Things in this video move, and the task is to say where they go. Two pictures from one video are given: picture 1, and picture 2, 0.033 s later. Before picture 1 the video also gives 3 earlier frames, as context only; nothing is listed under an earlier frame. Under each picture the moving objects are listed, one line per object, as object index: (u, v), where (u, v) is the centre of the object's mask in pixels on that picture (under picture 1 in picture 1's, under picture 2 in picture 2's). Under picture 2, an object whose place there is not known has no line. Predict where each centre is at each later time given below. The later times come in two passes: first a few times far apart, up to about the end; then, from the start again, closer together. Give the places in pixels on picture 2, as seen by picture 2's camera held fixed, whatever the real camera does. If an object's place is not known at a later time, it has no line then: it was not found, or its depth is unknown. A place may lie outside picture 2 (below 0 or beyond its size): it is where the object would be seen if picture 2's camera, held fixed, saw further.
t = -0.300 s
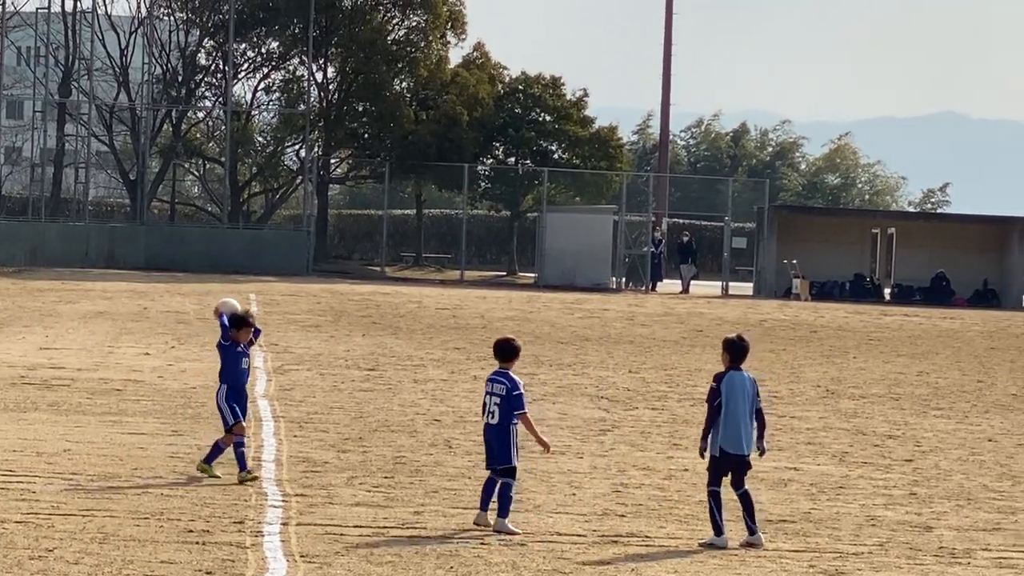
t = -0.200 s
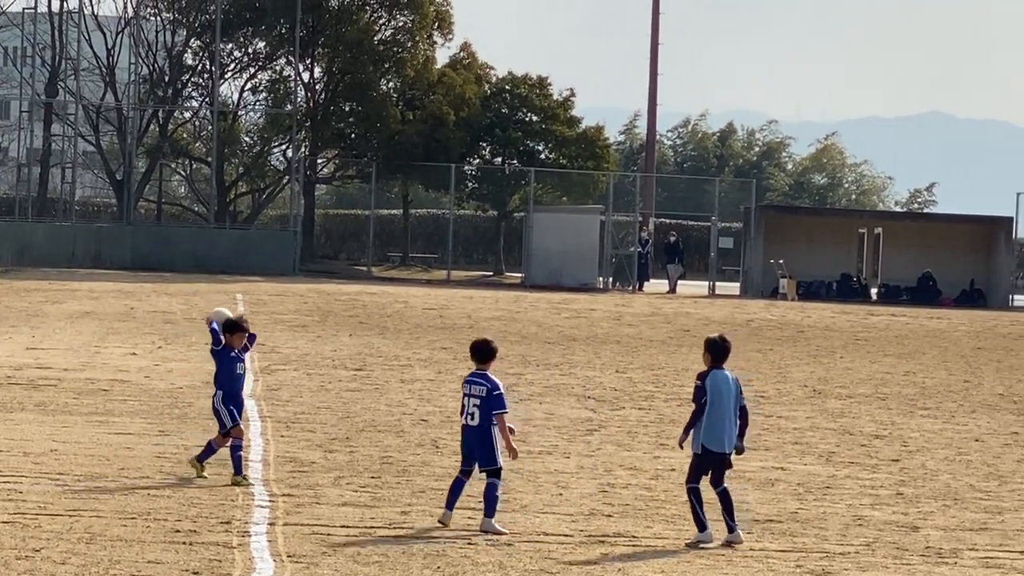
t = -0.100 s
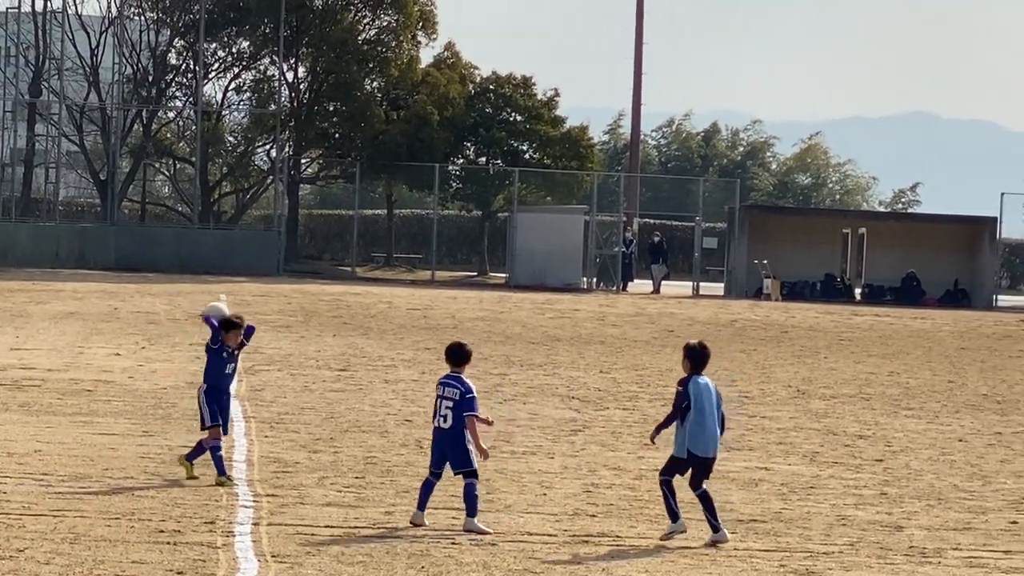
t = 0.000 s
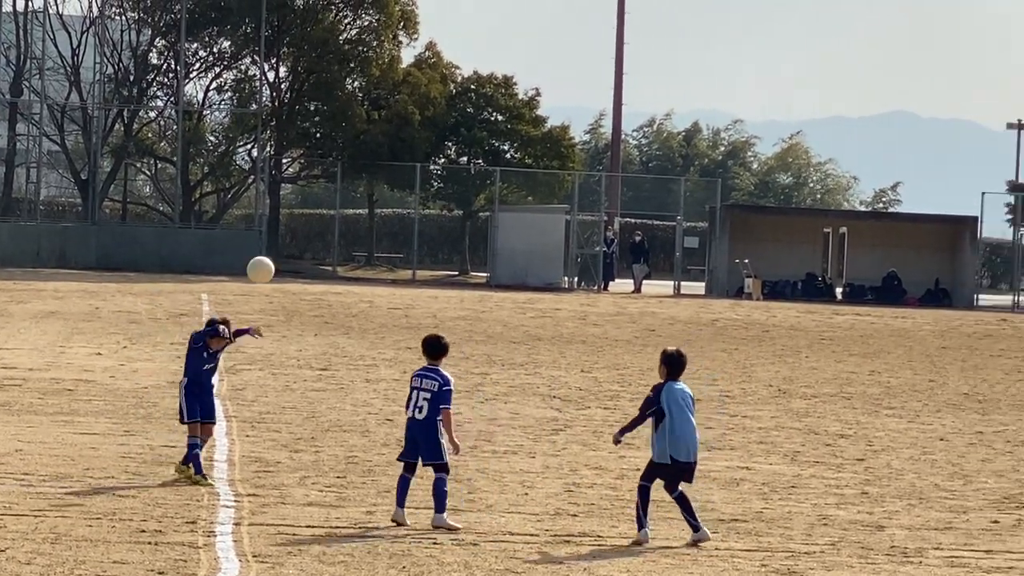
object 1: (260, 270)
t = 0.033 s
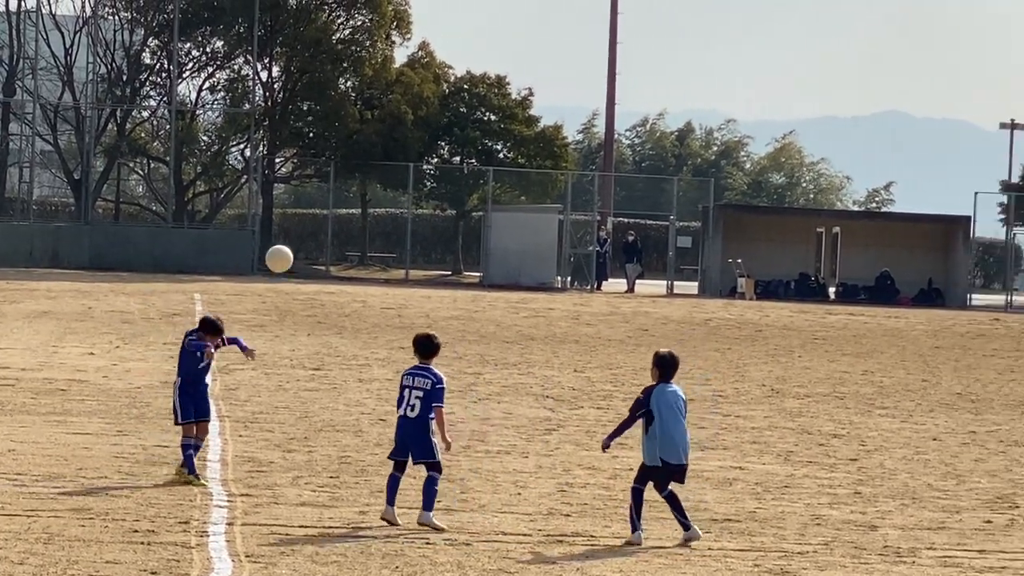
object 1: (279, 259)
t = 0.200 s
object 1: (410, 225)
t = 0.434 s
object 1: (602, 243)
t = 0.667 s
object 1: (814, 348)
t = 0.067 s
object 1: (305, 249)
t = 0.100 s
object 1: (331, 241)
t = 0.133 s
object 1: (357, 235)
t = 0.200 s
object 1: (410, 225)
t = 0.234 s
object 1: (437, 223)
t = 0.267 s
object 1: (464, 222)
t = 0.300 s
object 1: (491, 223)
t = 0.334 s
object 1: (518, 226)
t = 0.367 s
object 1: (546, 230)
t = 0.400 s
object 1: (574, 236)
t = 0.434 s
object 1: (602, 243)
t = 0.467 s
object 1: (631, 252)
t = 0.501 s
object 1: (660, 264)
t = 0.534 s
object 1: (689, 277)
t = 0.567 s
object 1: (719, 291)
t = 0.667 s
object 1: (814, 348)
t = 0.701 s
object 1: (845, 372)
